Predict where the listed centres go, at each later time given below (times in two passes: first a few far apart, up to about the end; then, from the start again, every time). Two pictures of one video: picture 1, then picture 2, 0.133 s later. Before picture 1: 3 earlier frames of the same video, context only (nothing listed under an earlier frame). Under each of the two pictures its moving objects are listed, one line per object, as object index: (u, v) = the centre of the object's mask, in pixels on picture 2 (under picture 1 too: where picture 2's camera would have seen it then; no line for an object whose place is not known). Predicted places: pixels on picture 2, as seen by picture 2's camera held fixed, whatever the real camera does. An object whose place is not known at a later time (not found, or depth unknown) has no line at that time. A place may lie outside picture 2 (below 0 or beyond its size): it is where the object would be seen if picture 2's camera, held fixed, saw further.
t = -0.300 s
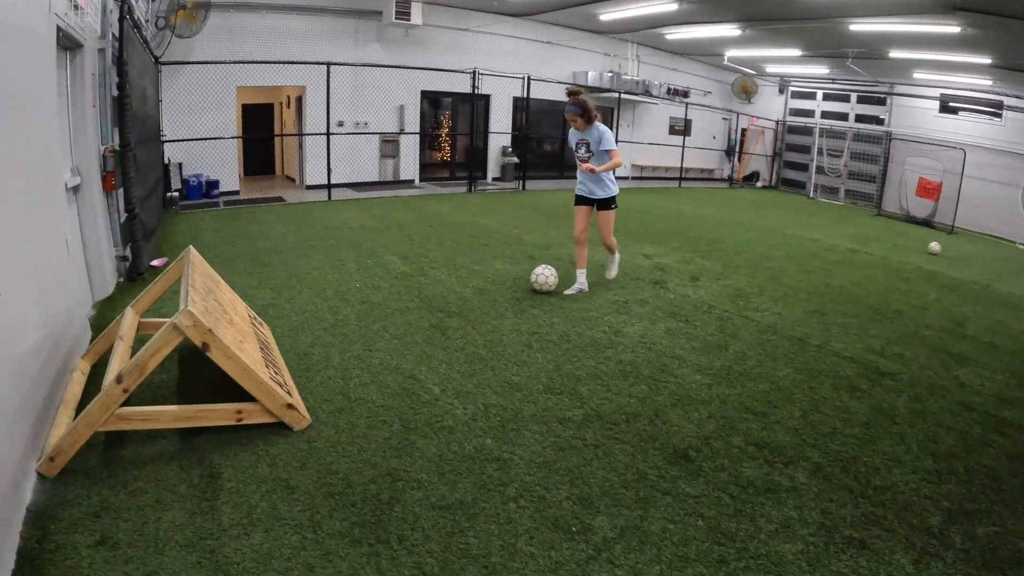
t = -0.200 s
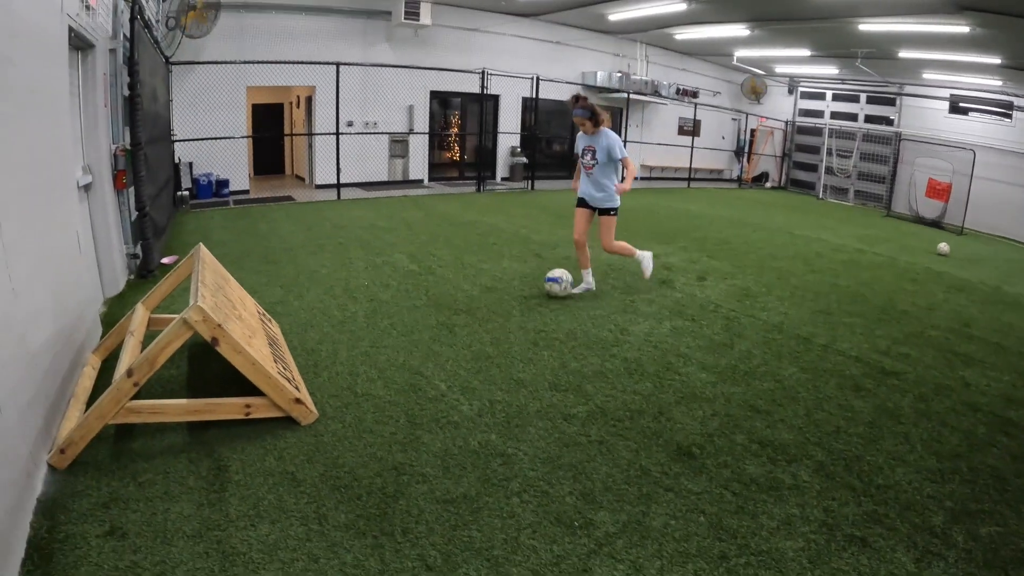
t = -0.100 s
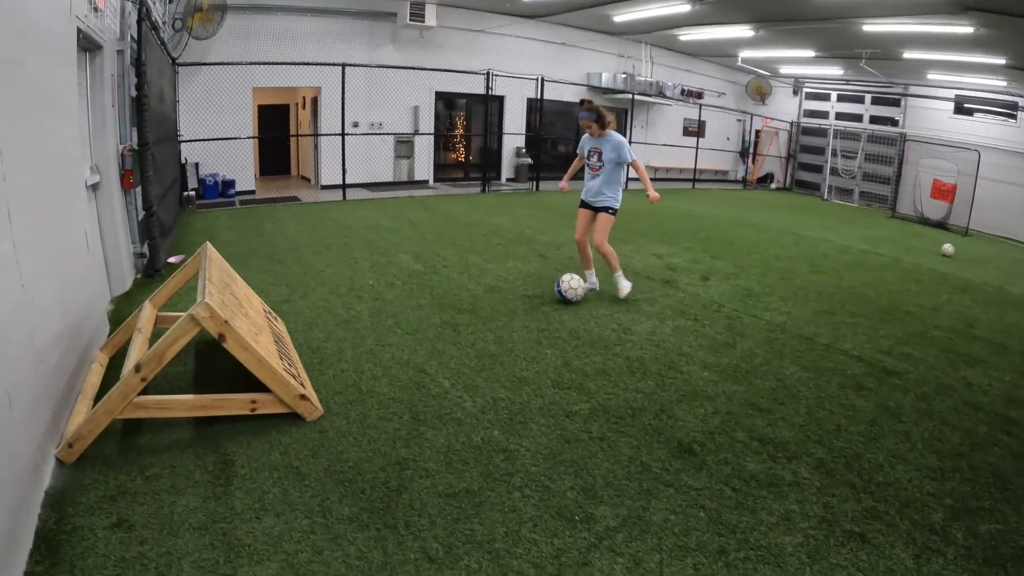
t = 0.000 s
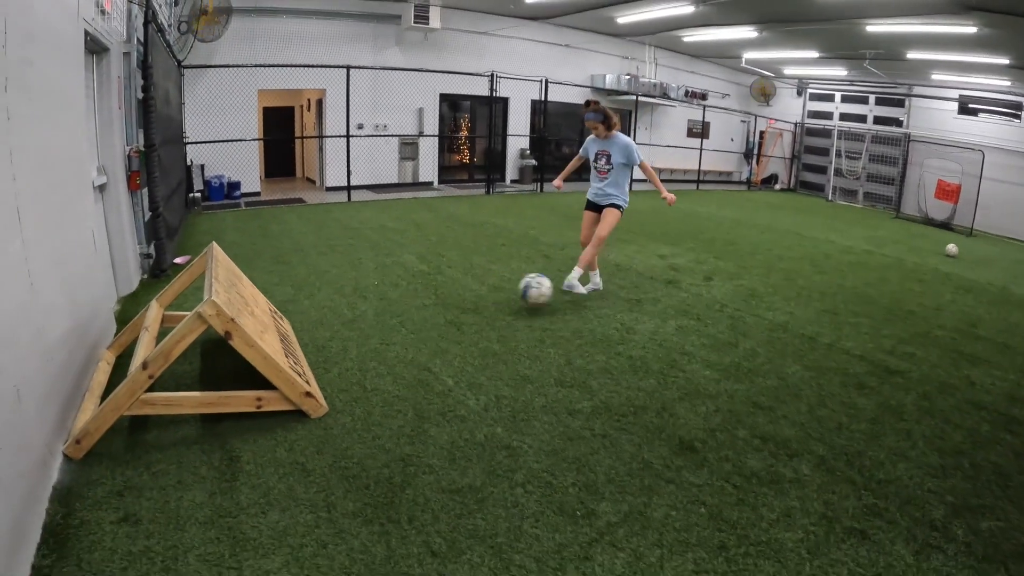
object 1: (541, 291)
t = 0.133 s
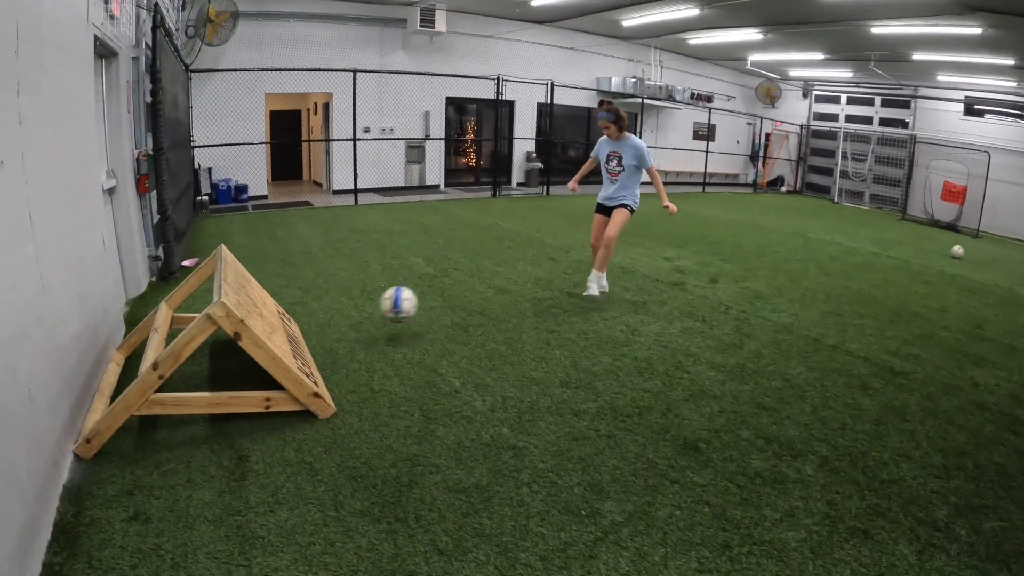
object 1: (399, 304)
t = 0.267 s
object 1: (329, 275)
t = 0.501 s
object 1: (434, 142)
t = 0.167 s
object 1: (358, 311)
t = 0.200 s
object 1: (316, 322)
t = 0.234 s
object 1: (316, 303)
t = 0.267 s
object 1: (329, 275)
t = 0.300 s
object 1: (343, 250)
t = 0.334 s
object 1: (358, 227)
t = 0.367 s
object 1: (374, 205)
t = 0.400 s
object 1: (390, 186)
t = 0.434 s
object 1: (405, 169)
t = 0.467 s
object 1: (419, 155)
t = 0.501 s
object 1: (434, 142)
